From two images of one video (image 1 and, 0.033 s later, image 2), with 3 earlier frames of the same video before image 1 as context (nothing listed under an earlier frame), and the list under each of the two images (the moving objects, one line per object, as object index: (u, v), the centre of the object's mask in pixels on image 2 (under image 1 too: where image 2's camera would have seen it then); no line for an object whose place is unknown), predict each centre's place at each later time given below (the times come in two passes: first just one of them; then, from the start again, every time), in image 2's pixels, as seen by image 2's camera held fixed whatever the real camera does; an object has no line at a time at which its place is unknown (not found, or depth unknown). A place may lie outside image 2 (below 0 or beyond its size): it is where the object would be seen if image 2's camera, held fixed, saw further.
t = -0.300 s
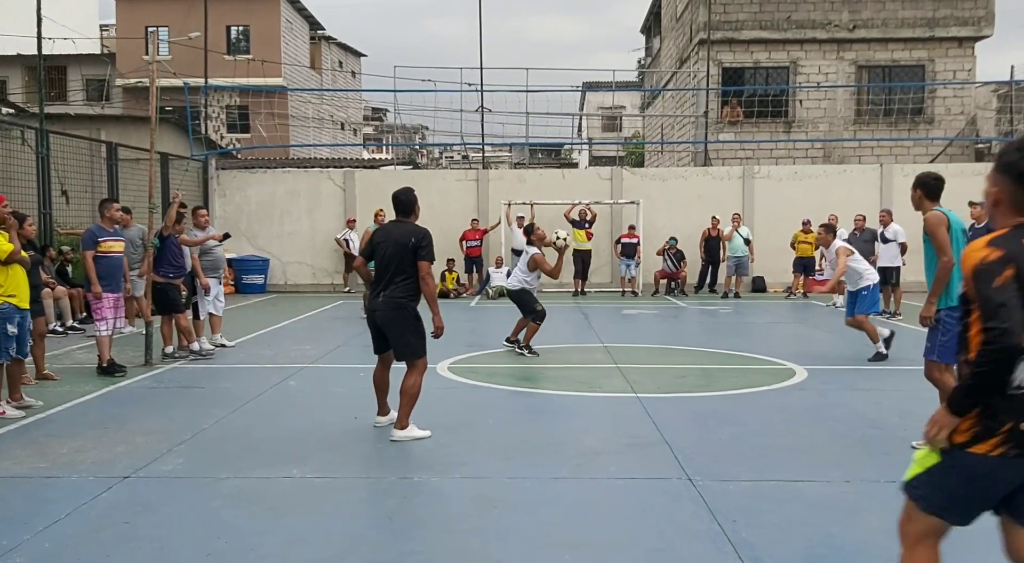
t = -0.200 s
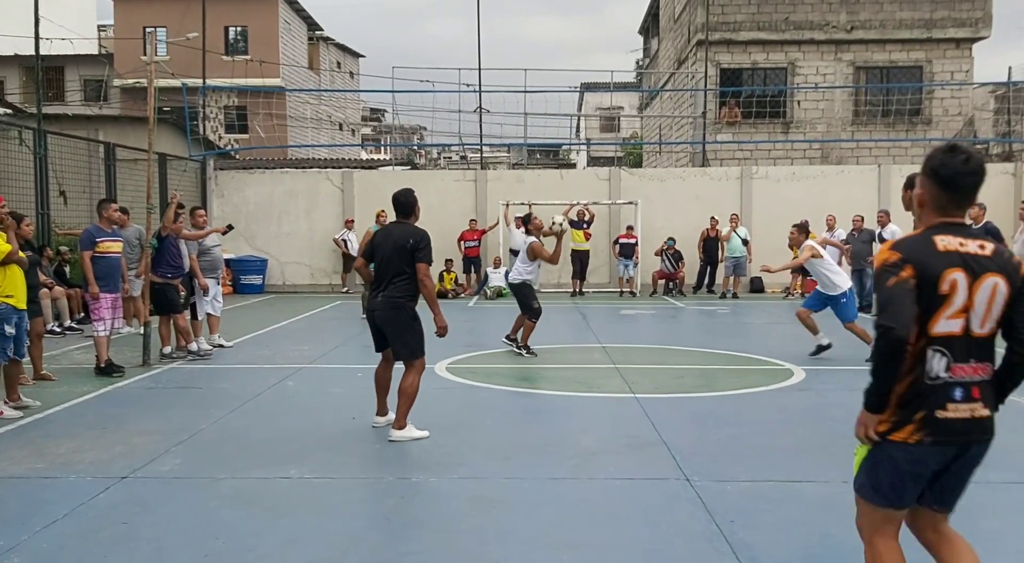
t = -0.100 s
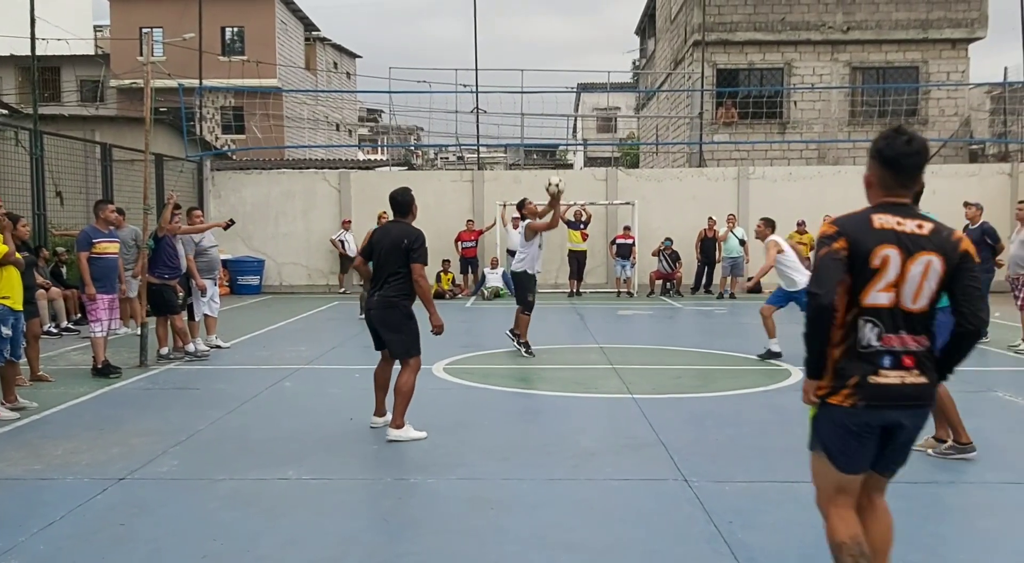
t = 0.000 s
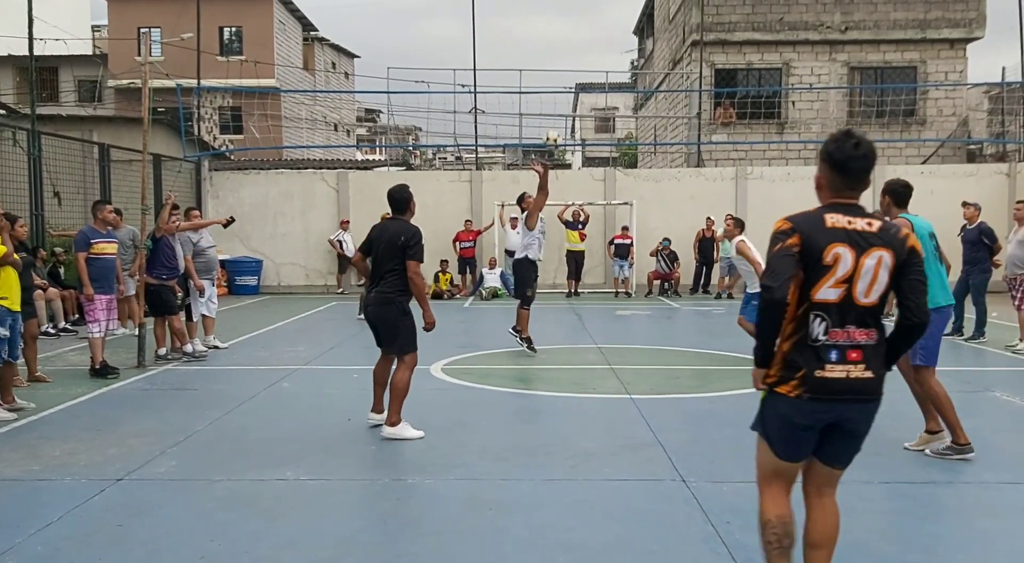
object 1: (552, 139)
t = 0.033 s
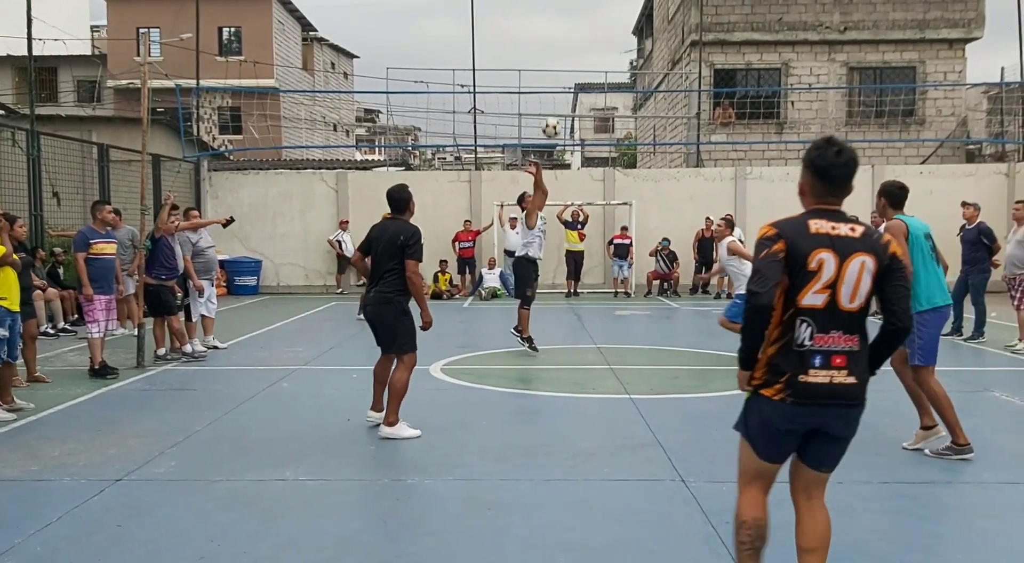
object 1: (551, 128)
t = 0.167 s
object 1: (551, 84)
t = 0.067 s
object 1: (551, 115)
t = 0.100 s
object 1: (551, 104)
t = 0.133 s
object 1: (551, 94)
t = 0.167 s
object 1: (551, 84)
